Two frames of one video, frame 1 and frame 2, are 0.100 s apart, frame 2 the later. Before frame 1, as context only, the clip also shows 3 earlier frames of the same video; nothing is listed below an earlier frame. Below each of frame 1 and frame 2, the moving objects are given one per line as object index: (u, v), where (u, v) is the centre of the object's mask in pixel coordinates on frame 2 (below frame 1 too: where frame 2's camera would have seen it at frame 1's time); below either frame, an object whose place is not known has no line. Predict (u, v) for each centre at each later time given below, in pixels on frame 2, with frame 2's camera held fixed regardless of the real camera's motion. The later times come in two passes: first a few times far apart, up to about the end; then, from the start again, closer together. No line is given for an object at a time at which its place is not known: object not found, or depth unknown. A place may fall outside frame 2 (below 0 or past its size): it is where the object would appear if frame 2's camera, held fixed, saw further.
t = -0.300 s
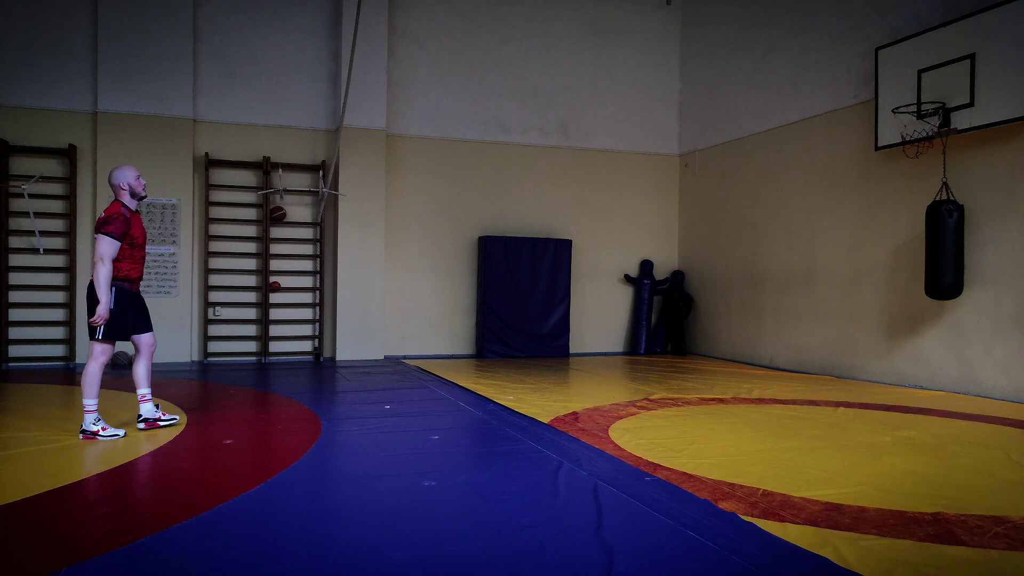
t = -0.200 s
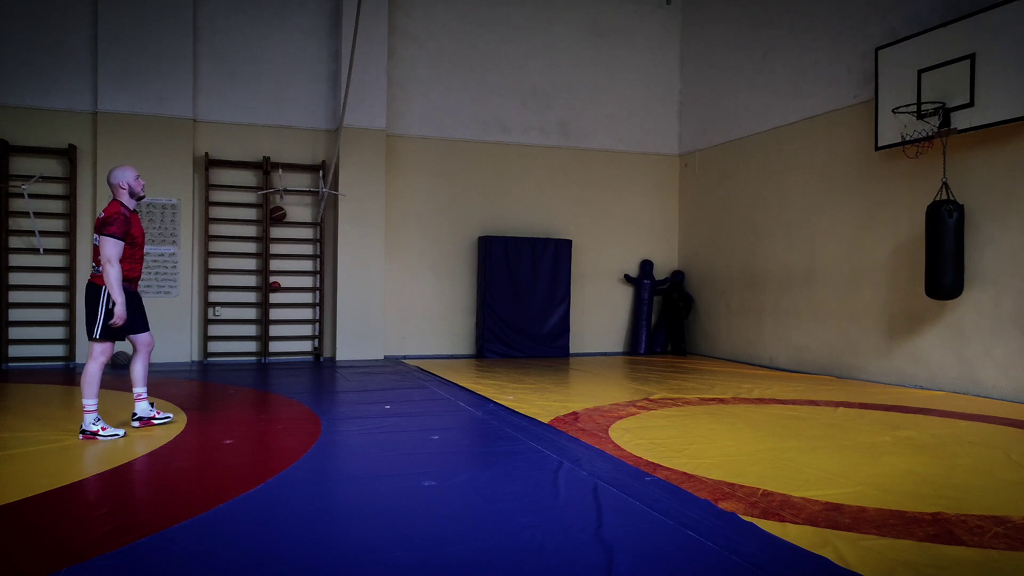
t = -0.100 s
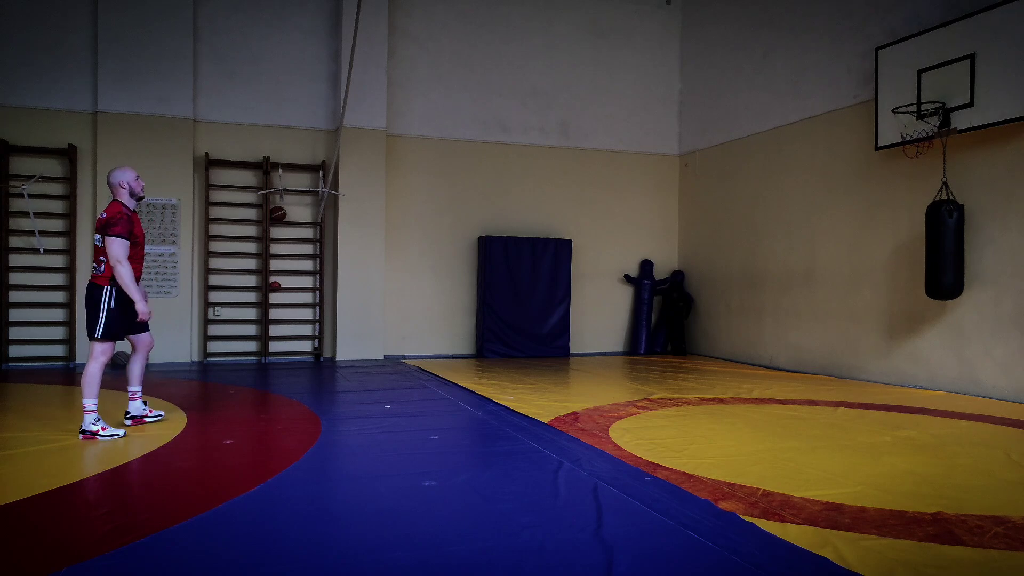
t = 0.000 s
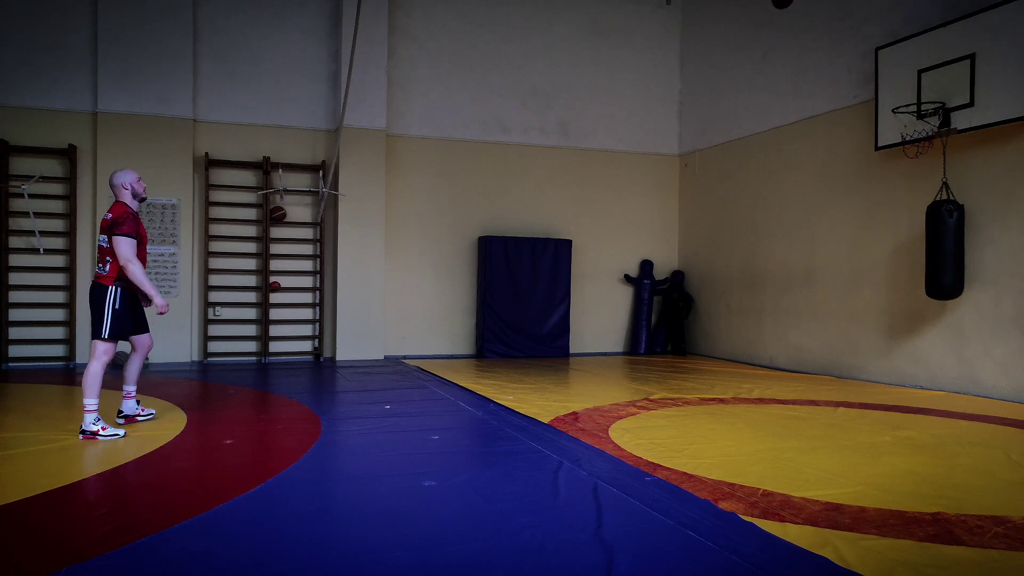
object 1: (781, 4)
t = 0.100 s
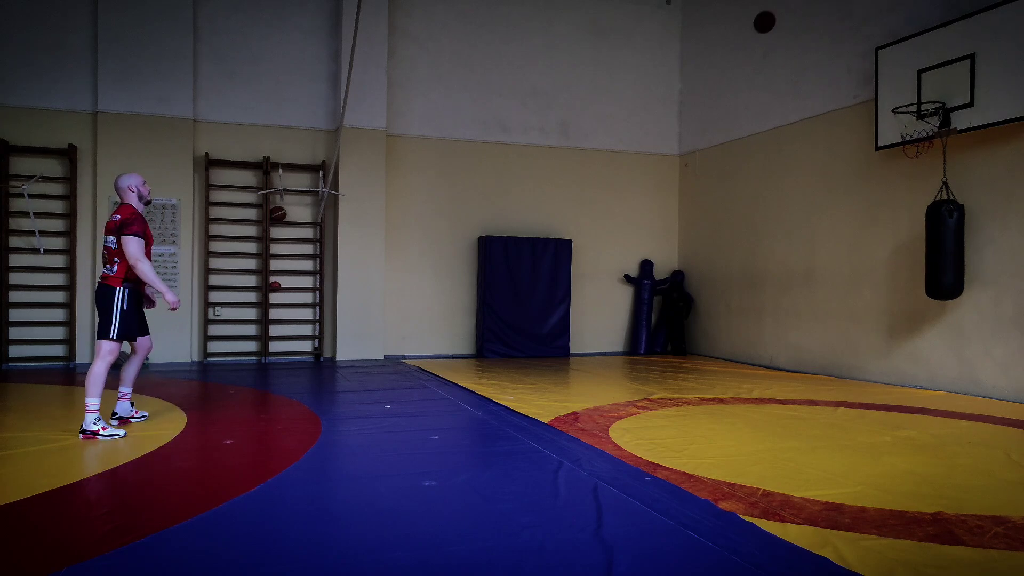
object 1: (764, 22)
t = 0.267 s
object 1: (735, 79)
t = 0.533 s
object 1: (692, 211)
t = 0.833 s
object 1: (654, 345)
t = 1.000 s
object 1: (649, 281)
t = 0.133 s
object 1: (758, 32)
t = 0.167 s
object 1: (753, 42)
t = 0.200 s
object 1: (747, 54)
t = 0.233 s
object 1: (741, 66)
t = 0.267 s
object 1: (735, 79)
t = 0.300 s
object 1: (730, 93)
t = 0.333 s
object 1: (724, 108)
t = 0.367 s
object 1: (719, 123)
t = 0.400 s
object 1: (713, 139)
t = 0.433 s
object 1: (708, 156)
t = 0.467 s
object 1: (702, 174)
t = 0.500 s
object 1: (697, 192)
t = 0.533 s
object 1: (692, 211)
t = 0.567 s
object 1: (686, 231)
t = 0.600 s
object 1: (681, 251)
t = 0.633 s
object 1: (677, 271)
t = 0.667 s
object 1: (672, 294)
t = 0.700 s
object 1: (667, 316)
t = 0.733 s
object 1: (662, 339)
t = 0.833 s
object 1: (654, 345)
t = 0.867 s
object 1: (653, 330)
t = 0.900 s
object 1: (652, 317)
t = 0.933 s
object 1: (651, 304)
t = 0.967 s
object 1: (650, 292)
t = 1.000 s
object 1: (649, 281)
